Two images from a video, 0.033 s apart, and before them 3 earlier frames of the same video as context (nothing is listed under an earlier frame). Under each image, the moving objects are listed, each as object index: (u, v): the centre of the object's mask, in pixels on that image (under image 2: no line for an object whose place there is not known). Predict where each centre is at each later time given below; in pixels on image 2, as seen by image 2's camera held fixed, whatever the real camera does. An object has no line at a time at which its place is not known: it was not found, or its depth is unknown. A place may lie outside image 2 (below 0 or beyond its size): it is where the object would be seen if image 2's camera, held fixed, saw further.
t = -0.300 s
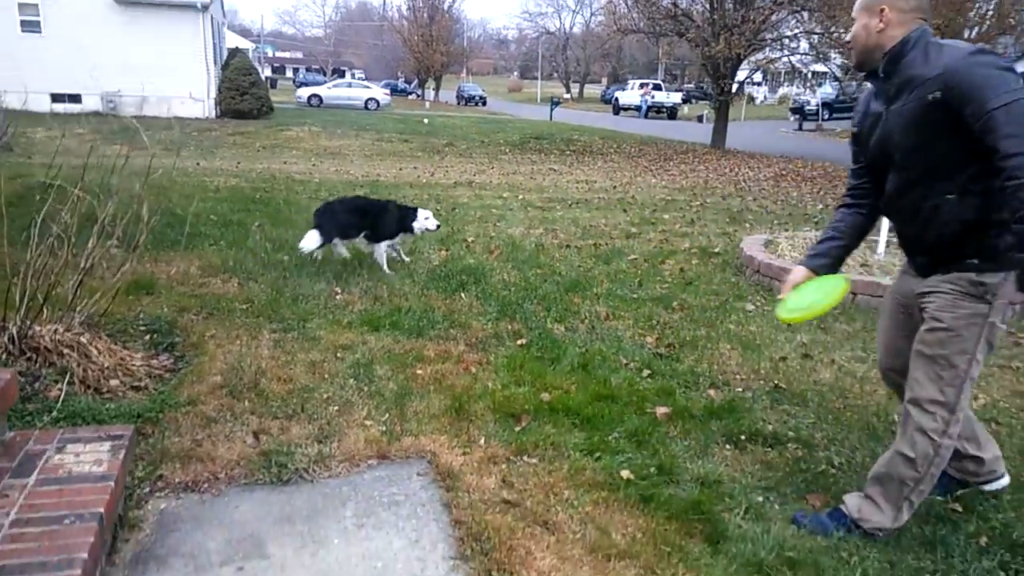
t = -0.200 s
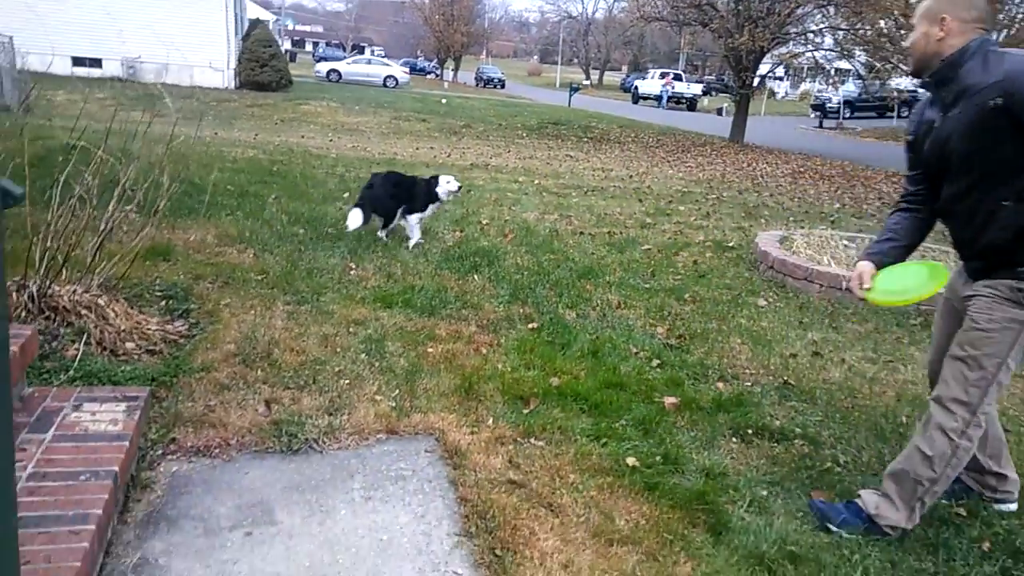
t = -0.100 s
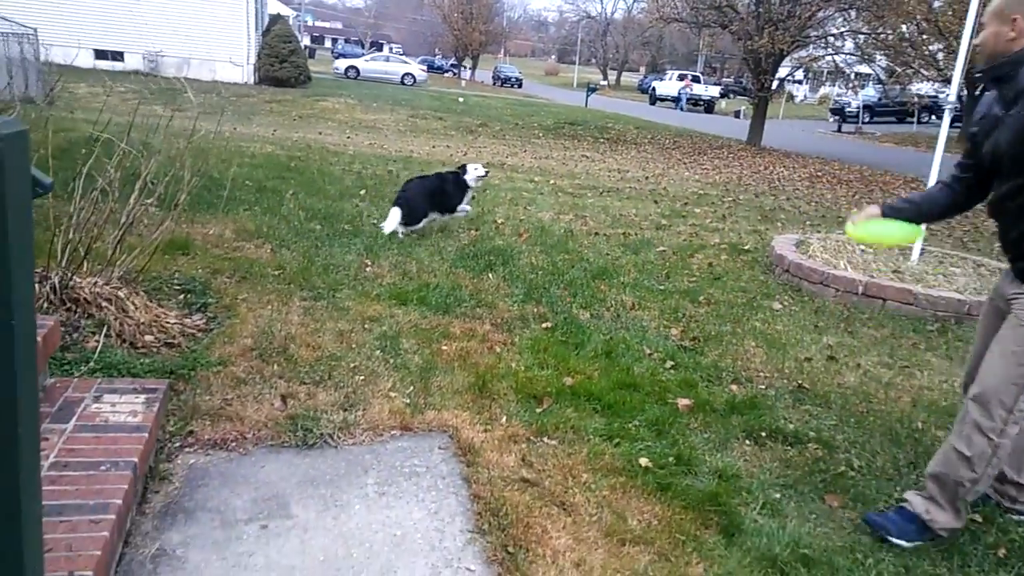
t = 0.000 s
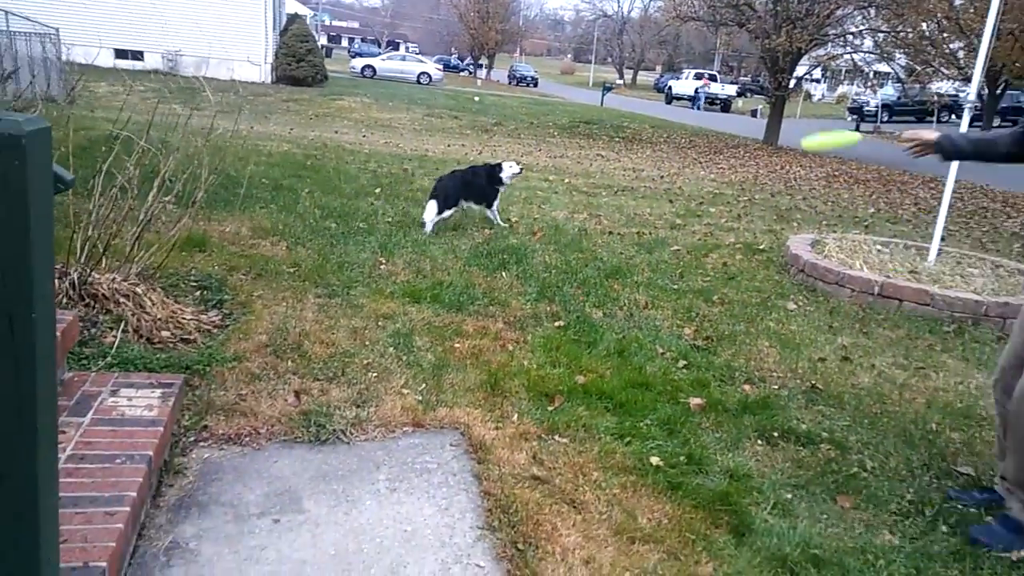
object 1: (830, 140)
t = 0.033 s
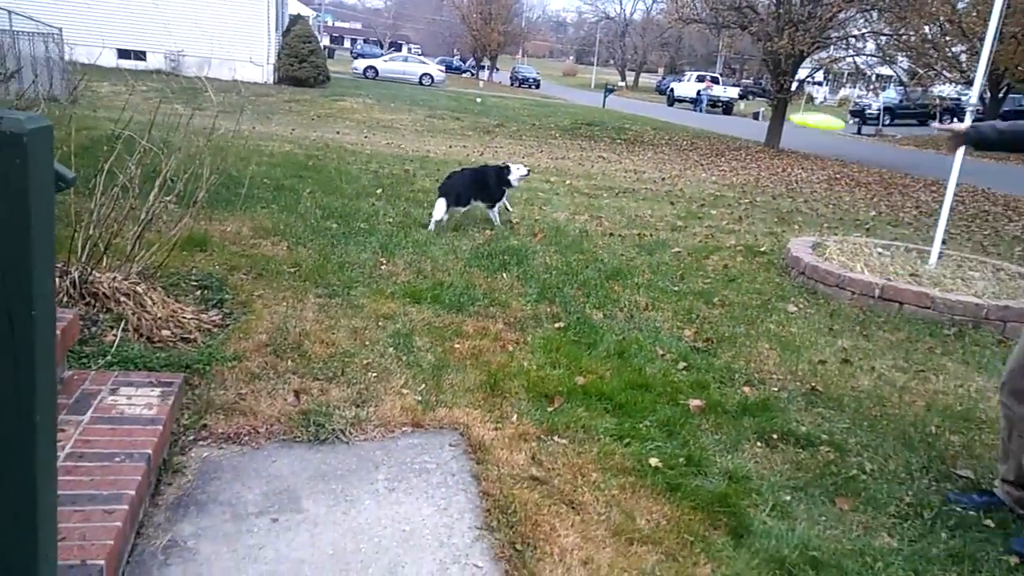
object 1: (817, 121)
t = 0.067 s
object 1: (804, 105)
